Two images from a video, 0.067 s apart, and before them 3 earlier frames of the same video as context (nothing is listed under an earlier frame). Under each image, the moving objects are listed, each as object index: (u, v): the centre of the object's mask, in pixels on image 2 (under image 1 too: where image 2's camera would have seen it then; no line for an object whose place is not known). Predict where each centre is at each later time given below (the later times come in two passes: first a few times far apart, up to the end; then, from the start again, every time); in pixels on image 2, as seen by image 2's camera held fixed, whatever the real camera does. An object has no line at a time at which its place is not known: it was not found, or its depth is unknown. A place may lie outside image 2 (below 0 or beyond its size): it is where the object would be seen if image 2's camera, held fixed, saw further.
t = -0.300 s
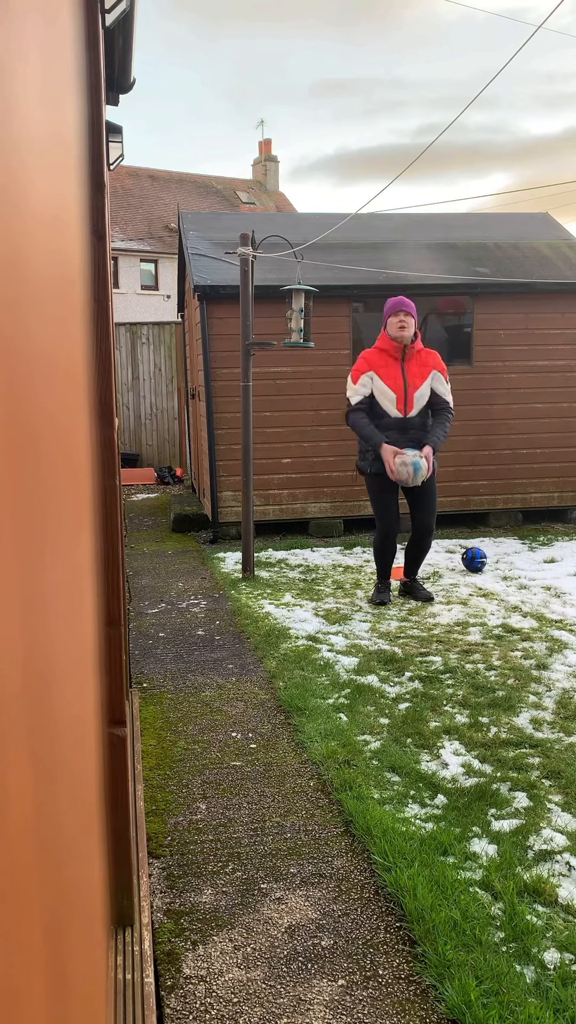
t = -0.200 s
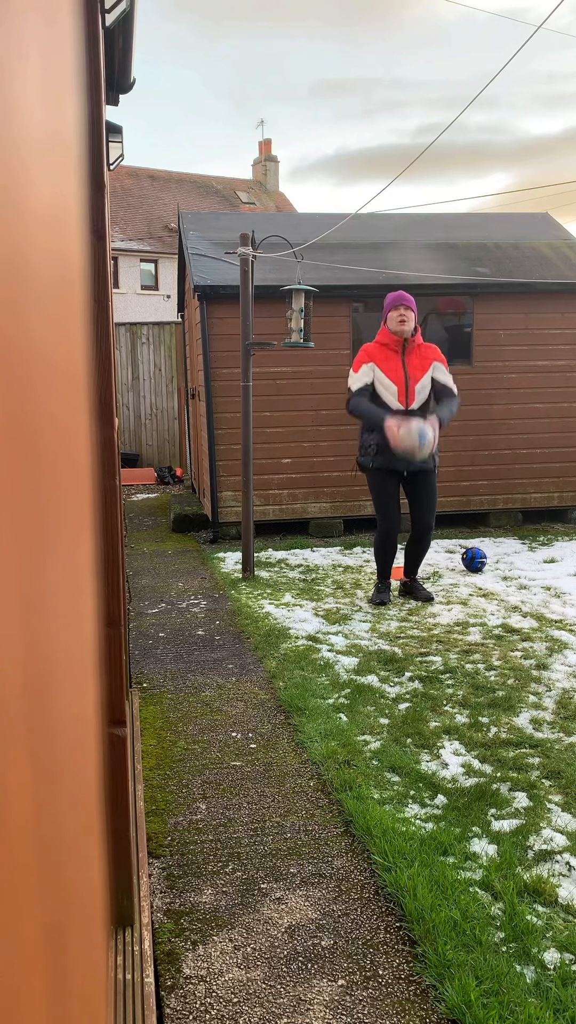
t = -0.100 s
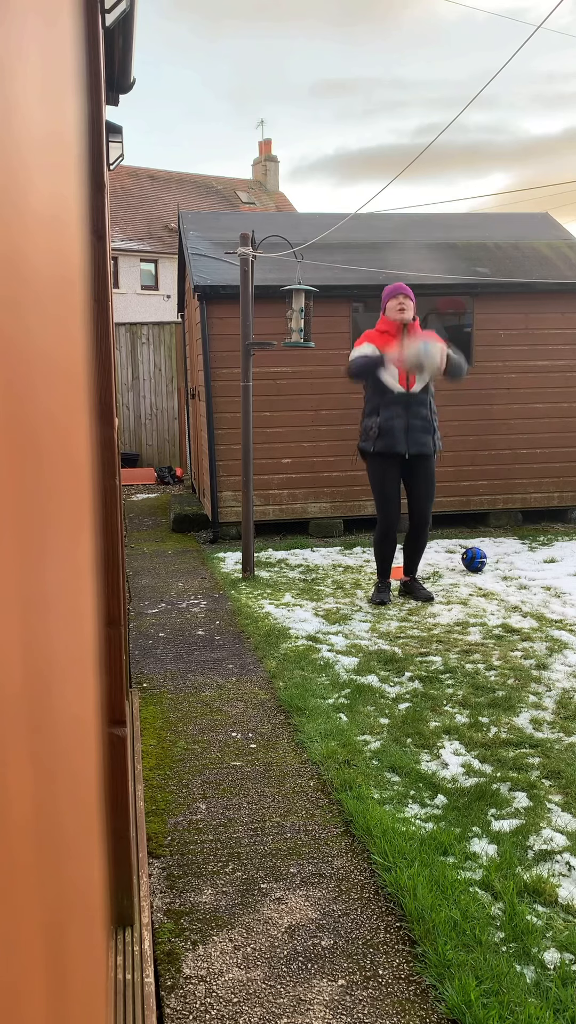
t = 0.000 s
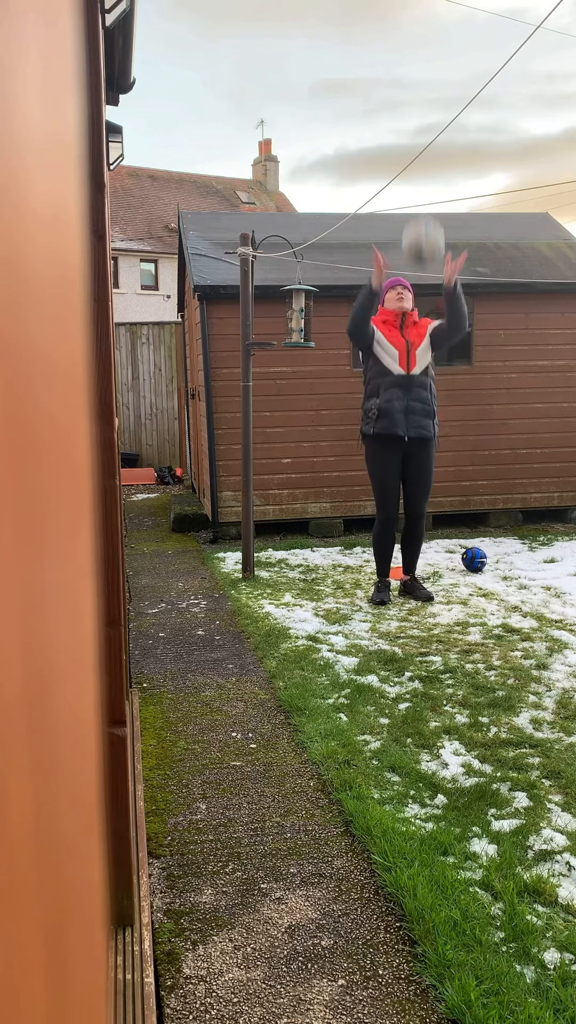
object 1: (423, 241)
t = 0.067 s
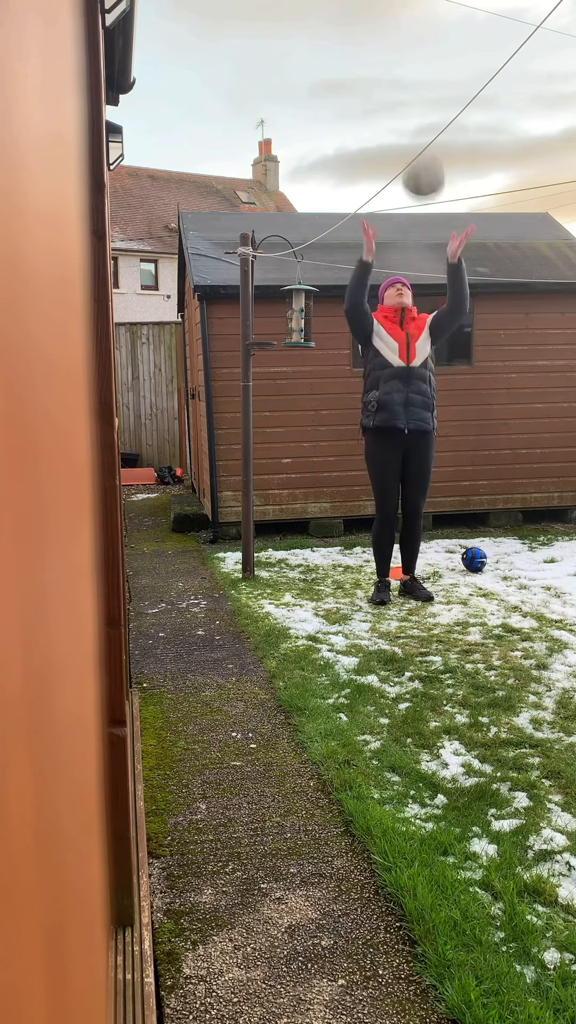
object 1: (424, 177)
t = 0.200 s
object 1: (423, 79)
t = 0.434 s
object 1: (420, 13)
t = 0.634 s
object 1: (416, 46)
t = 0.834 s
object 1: (409, 178)
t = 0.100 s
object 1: (423, 147)
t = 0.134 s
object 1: (423, 121)
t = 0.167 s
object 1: (423, 99)
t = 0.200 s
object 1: (423, 79)
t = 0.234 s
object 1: (423, 59)
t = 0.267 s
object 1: (423, 43)
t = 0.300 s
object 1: (423, 30)
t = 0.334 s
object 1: (422, 21)
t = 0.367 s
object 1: (422, 17)
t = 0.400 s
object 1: (421, 15)
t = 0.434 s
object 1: (420, 13)
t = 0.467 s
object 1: (419, 13)
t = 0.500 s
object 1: (419, 15)
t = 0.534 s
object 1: (418, 18)
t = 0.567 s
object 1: (417, 23)
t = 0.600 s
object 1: (417, 33)
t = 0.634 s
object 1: (416, 46)
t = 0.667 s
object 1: (414, 63)
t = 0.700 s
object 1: (413, 81)
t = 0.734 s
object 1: (412, 100)
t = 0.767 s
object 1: (411, 123)
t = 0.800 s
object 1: (410, 149)
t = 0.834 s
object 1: (409, 178)
